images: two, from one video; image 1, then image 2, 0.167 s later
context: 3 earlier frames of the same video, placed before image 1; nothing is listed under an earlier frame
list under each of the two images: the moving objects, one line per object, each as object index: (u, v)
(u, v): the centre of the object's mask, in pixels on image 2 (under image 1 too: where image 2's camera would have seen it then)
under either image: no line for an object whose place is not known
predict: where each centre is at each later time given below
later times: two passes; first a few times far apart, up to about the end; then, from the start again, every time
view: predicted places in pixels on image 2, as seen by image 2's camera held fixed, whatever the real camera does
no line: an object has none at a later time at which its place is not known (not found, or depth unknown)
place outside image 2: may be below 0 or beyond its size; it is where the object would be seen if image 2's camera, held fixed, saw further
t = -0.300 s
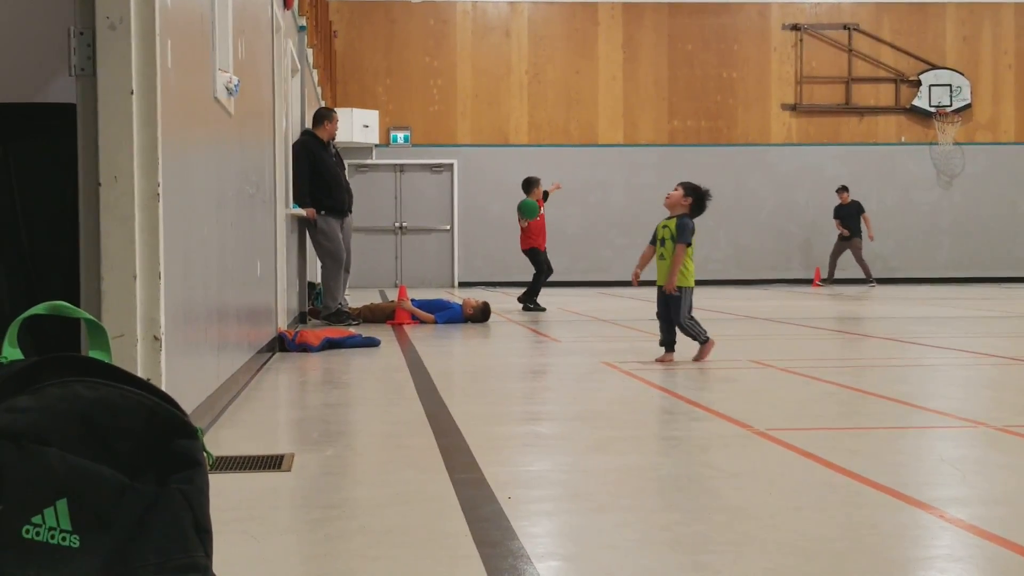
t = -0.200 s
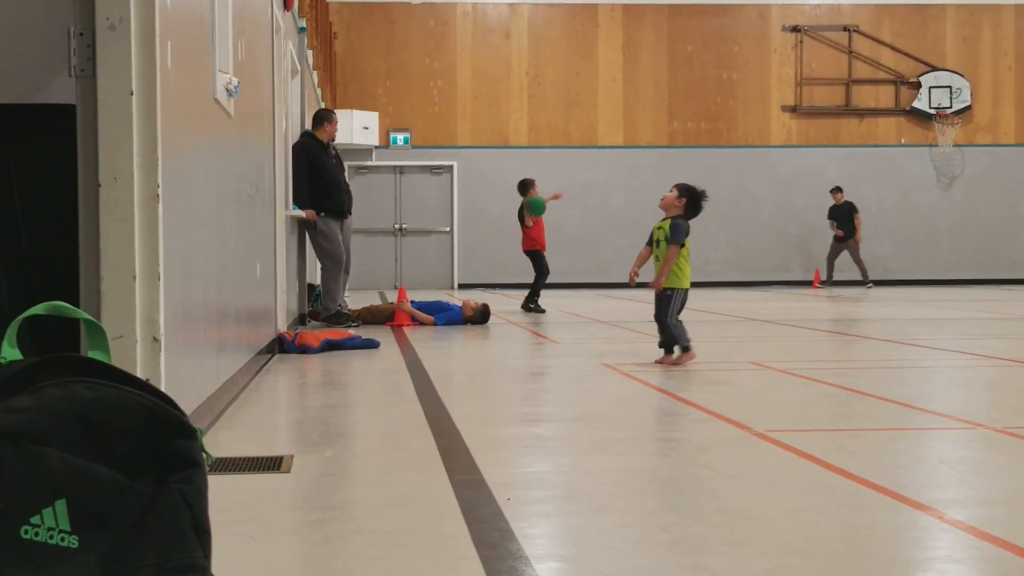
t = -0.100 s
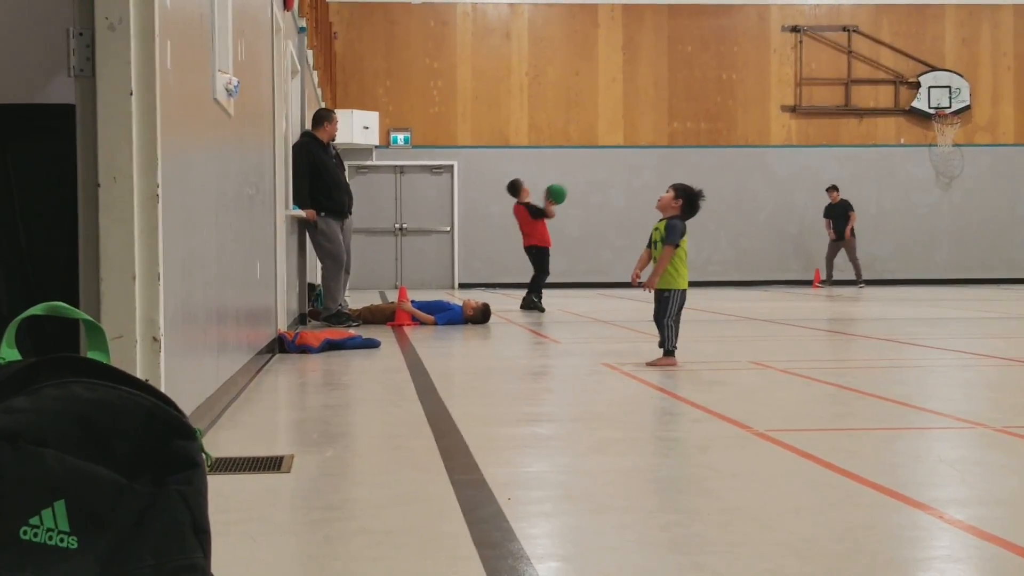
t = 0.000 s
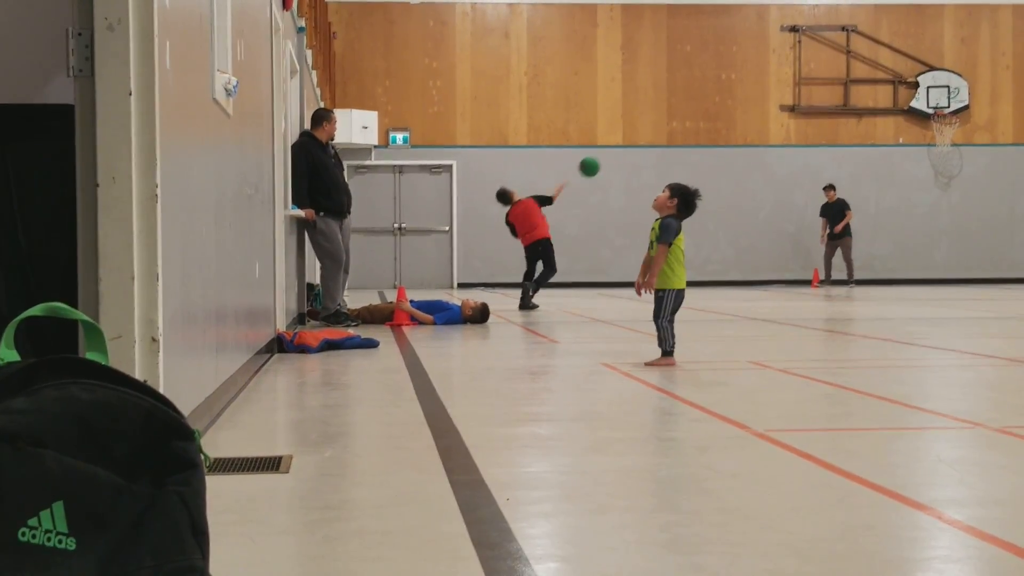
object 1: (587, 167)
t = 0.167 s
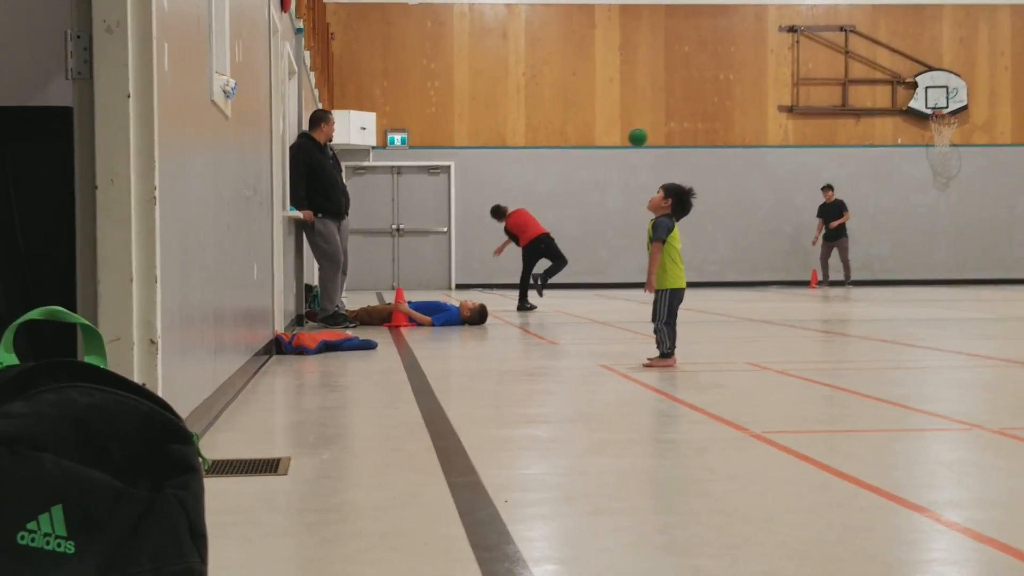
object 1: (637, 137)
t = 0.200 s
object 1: (647, 134)
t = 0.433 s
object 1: (698, 141)
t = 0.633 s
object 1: (733, 174)
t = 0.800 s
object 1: (756, 215)
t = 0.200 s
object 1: (647, 134)
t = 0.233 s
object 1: (655, 132)
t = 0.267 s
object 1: (663, 132)
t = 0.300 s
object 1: (671, 132)
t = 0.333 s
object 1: (678, 134)
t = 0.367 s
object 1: (685, 136)
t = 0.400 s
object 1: (692, 138)
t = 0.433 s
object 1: (698, 141)
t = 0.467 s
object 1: (705, 145)
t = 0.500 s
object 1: (711, 150)
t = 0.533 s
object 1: (717, 155)
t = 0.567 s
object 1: (722, 161)
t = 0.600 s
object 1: (727, 167)
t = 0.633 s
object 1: (733, 174)
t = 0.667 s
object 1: (737, 181)
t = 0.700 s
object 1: (743, 189)
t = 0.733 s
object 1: (747, 197)
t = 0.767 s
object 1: (752, 206)
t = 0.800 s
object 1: (756, 215)
